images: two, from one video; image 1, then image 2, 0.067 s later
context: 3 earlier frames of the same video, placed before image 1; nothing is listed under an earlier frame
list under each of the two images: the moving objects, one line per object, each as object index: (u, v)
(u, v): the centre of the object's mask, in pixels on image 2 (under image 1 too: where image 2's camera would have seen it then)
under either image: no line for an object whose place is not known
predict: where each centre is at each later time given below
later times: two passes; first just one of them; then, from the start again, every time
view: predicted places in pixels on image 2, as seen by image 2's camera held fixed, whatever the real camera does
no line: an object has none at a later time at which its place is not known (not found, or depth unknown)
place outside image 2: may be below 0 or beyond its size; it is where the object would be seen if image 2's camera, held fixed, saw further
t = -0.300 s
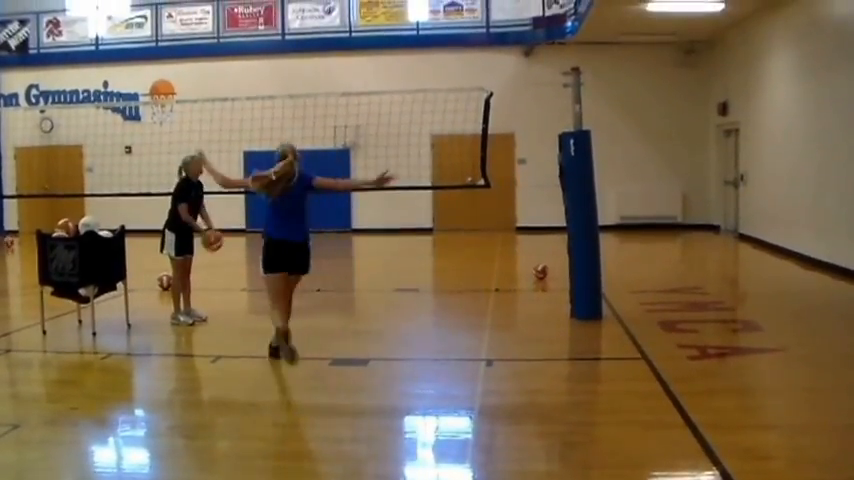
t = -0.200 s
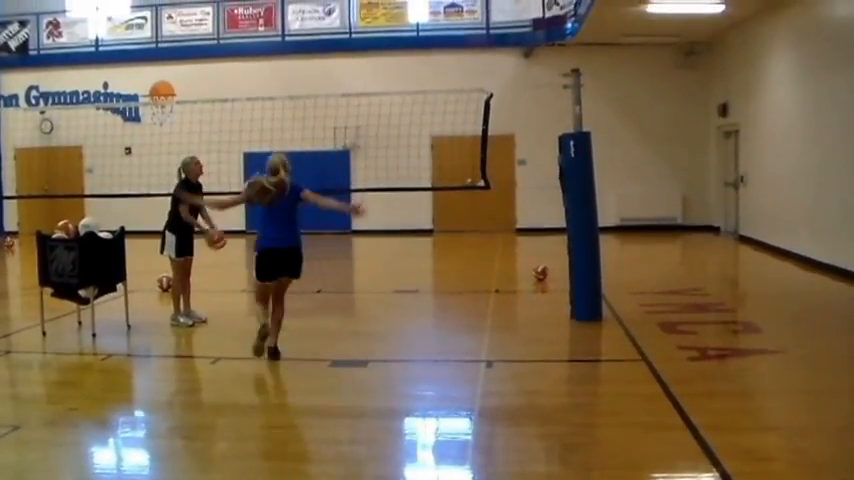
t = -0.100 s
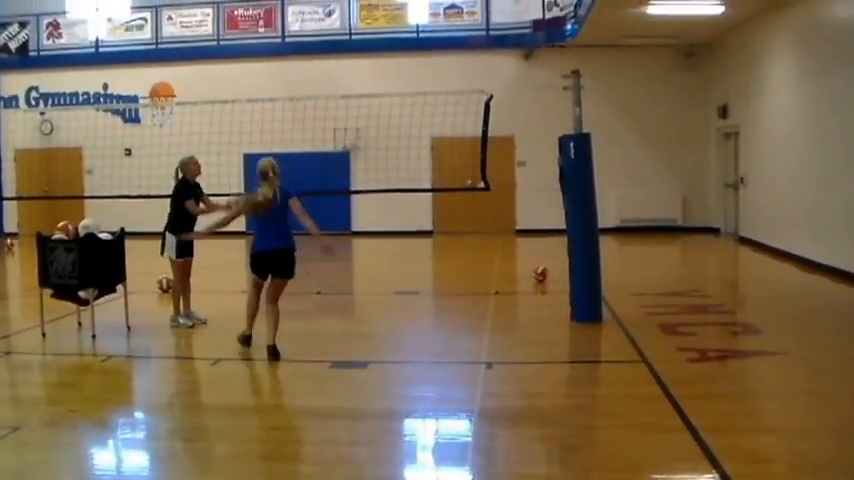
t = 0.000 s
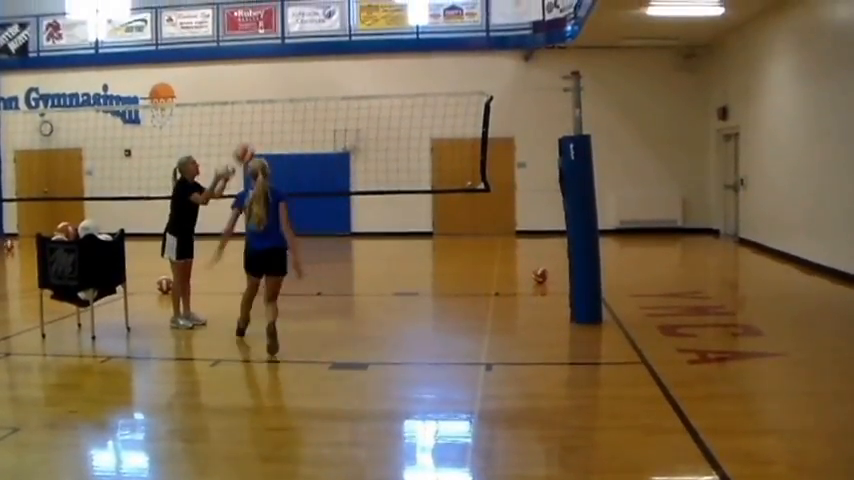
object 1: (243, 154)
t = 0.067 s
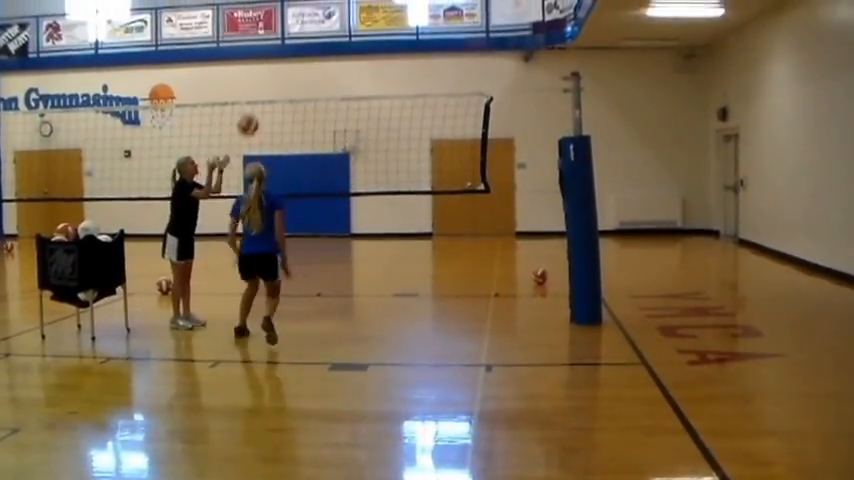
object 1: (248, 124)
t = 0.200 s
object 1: (256, 78)
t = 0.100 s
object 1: (250, 111)
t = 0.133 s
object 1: (252, 99)
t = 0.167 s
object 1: (254, 88)
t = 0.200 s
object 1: (256, 78)
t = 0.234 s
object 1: (258, 68)
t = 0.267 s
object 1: (261, 60)
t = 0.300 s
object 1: (263, 54)
